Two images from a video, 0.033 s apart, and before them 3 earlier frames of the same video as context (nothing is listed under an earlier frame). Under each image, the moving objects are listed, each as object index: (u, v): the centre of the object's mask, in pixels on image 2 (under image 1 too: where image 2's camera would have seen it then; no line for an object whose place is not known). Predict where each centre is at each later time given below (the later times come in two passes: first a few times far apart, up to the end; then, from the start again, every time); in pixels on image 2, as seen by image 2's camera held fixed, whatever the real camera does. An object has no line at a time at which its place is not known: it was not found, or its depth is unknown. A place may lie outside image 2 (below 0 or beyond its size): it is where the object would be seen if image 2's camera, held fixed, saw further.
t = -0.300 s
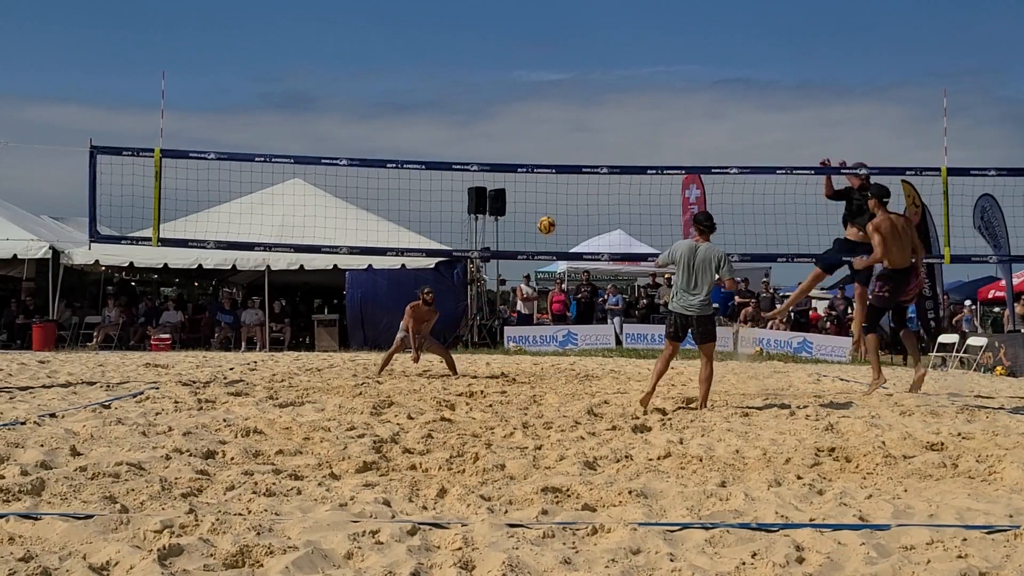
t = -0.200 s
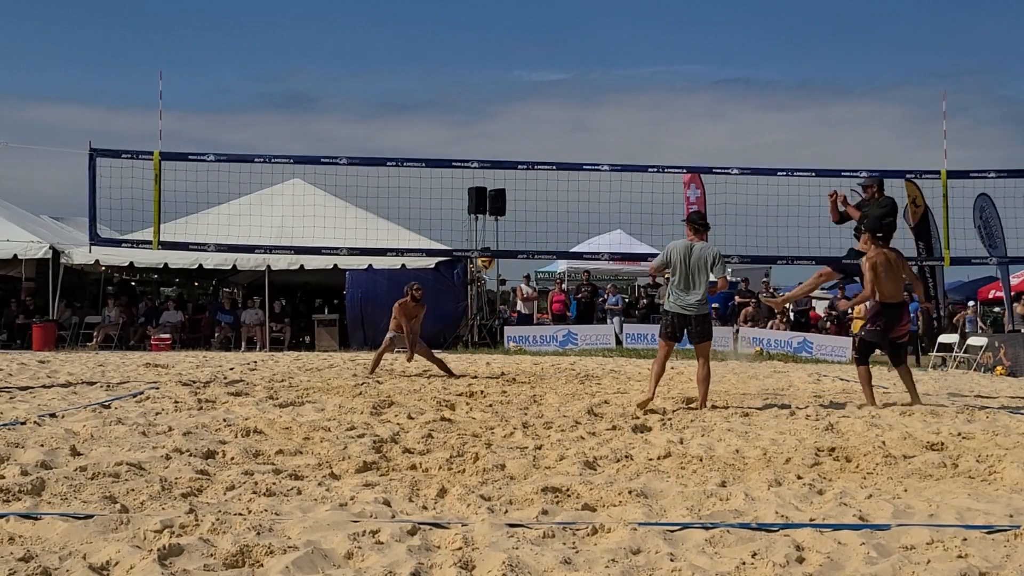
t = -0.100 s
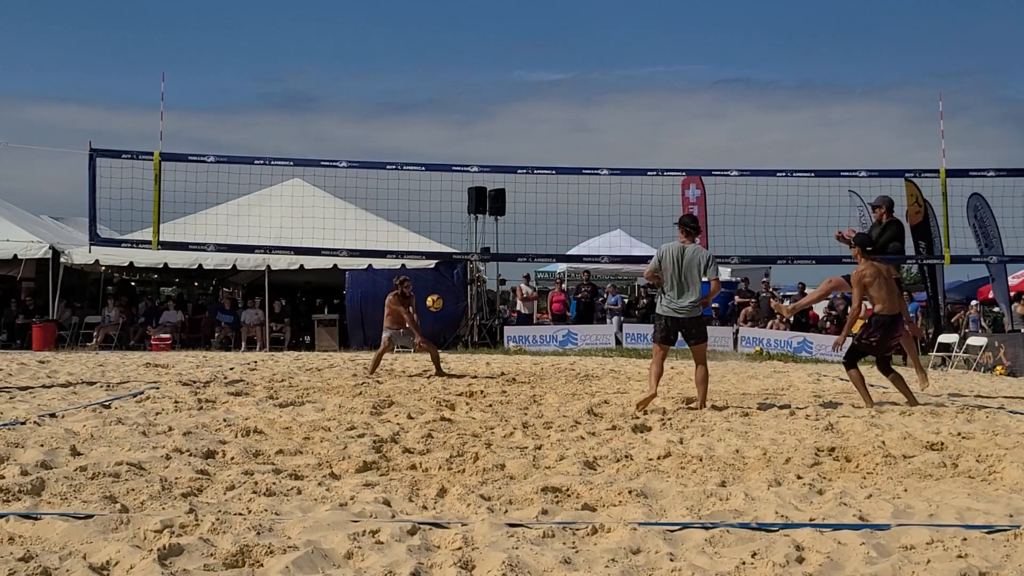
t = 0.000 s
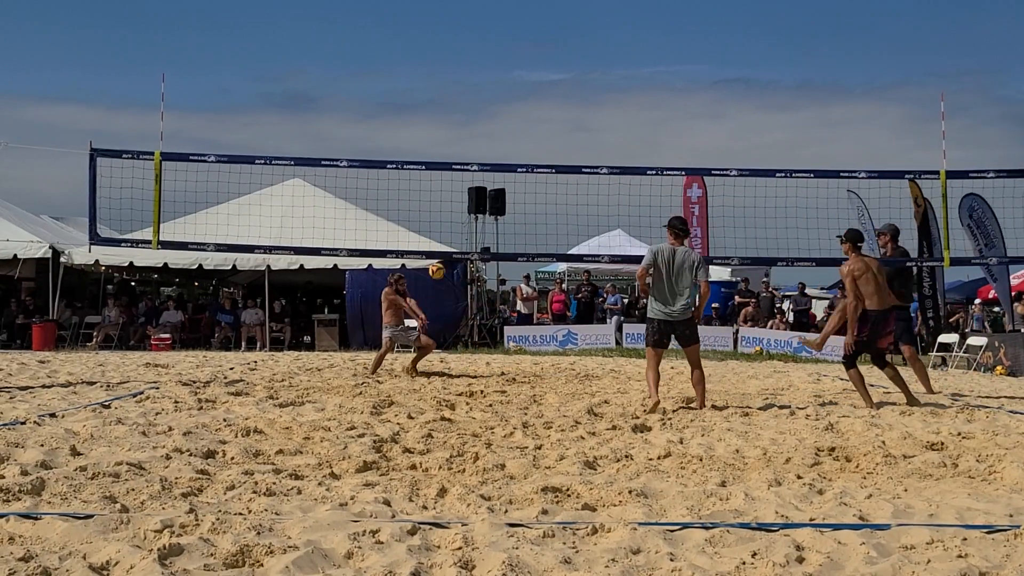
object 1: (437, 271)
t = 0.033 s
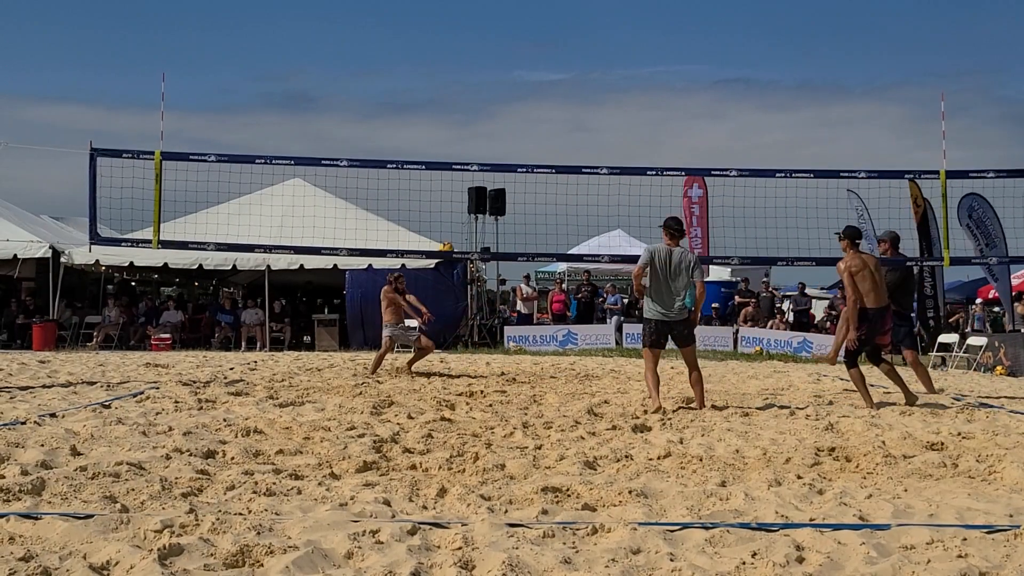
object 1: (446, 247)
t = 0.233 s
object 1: (498, 143)
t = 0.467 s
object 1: (554, 62)
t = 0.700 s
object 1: (606, 25)
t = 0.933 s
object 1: (653, 27)
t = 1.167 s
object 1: (697, 69)
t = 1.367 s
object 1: (731, 134)
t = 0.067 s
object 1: (455, 229)
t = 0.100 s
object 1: (463, 210)
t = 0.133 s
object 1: (473, 192)
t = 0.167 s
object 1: (481, 176)
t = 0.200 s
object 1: (490, 157)
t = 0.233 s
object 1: (498, 143)
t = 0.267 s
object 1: (506, 129)
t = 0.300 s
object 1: (515, 115)
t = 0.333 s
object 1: (523, 103)
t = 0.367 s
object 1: (531, 91)
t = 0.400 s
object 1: (538, 81)
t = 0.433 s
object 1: (546, 71)
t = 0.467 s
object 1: (554, 62)
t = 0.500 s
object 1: (562, 54)
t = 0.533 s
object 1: (569, 47)
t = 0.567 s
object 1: (577, 41)
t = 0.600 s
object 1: (584, 36)
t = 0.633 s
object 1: (591, 32)
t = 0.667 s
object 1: (598, 28)
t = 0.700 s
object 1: (606, 25)
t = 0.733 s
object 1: (613, 23)
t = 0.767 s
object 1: (620, 21)
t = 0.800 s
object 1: (626, 21)
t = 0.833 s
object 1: (633, 21)
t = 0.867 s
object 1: (639, 23)
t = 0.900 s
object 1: (646, 25)
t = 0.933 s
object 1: (653, 27)
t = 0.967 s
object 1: (660, 31)
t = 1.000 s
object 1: (666, 35)
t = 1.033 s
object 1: (672, 41)
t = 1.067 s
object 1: (678, 47)
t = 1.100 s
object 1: (684, 54)
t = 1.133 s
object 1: (690, 61)
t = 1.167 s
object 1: (697, 69)
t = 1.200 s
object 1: (703, 78)
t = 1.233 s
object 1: (708, 88)
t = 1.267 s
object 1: (714, 98)
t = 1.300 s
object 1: (720, 109)
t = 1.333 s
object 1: (726, 121)
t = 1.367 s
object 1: (731, 134)
